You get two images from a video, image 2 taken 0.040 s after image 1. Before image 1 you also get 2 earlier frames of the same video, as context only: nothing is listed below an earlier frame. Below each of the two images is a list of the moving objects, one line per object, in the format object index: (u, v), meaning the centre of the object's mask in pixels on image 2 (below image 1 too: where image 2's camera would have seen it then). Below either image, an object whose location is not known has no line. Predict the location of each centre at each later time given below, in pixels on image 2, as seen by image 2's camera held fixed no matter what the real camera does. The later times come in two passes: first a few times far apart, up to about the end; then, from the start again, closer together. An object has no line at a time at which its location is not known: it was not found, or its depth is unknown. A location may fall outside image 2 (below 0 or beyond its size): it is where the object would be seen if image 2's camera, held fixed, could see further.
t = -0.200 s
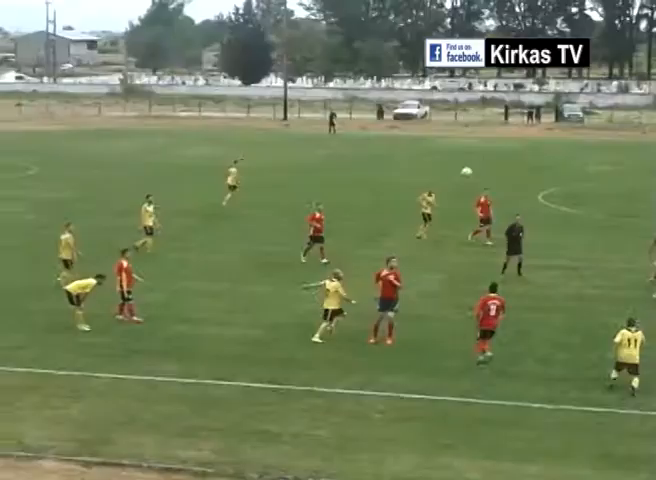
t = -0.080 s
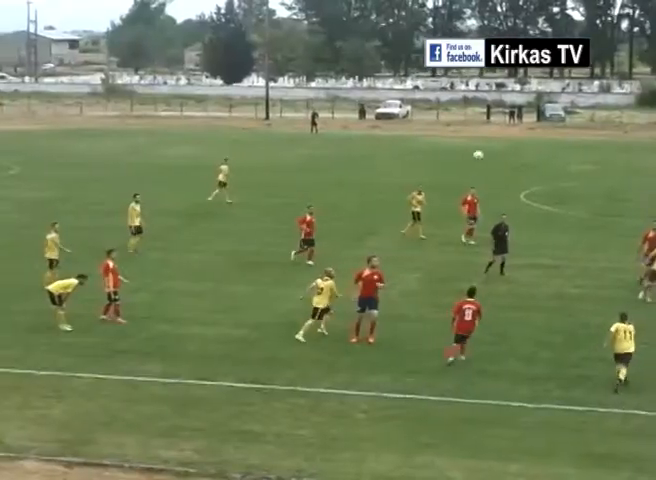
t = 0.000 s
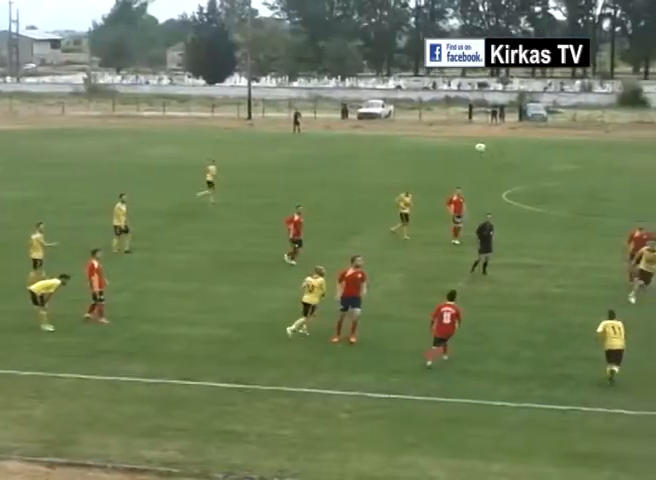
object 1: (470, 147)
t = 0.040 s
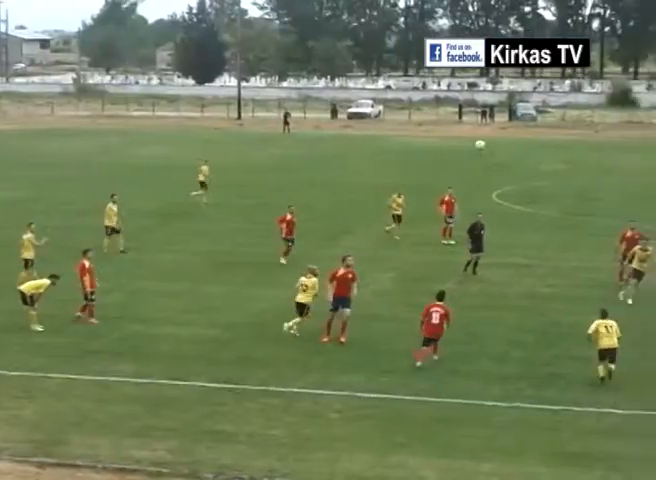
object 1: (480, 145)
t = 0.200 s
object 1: (519, 142)
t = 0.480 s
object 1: (589, 166)
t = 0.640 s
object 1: (629, 196)
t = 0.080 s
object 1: (490, 143)
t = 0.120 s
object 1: (499, 142)
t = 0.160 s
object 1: (509, 142)
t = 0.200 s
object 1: (519, 142)
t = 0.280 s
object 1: (538, 146)
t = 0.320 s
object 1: (549, 148)
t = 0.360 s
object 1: (558, 151)
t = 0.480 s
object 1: (589, 166)
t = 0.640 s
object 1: (629, 196)
